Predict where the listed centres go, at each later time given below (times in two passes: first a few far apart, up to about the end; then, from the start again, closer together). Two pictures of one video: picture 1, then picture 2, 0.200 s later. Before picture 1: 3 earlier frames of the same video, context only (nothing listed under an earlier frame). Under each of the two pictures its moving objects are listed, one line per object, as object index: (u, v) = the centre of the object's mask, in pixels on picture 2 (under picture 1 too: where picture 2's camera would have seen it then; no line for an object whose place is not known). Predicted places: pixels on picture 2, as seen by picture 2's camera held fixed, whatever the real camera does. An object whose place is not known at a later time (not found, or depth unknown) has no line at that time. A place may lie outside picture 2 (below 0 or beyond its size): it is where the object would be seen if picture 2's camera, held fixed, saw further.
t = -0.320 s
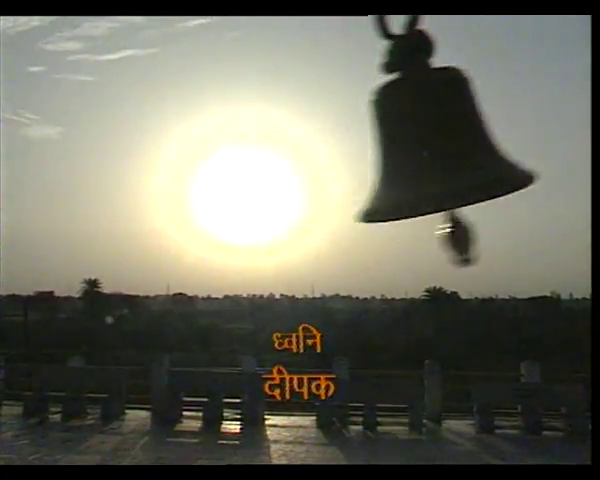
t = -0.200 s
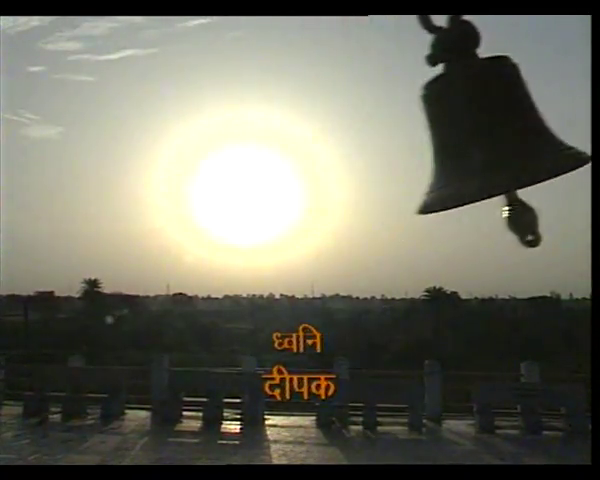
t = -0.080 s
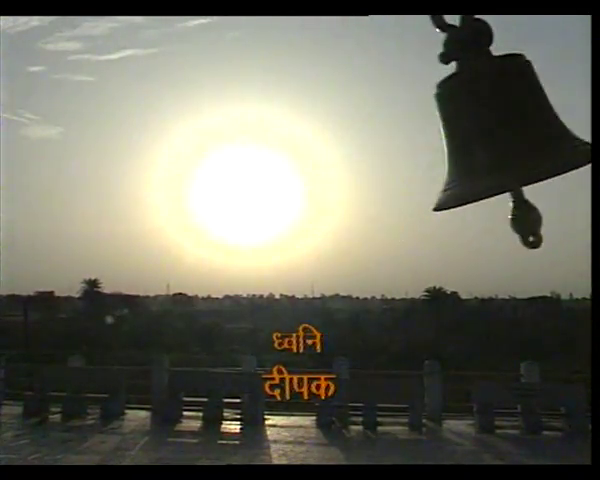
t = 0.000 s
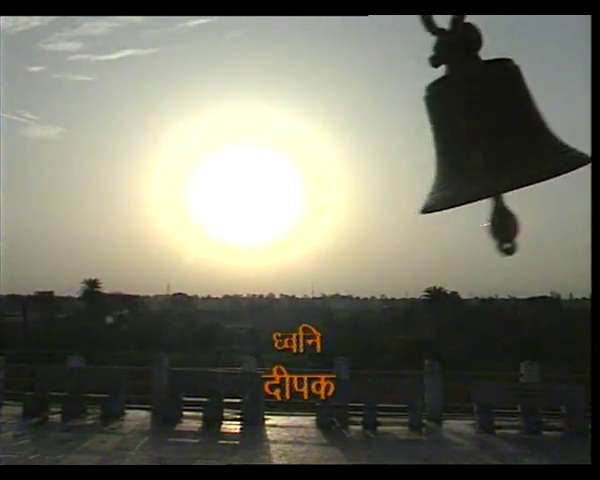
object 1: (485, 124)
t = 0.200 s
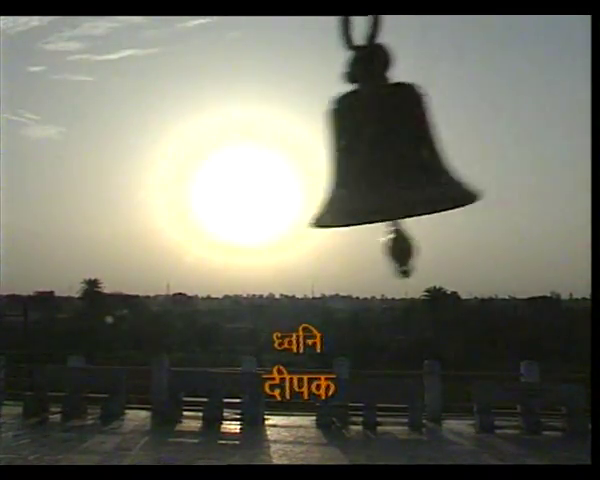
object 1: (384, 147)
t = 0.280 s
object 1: (322, 154)
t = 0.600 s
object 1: (78, 135)
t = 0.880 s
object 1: (42, 114)
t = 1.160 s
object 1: (177, 150)
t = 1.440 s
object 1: (407, 142)
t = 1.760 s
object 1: (485, 124)
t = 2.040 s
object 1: (347, 152)
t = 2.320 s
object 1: (122, 146)
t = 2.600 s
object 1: (41, 114)
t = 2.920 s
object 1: (151, 147)
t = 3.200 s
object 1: (381, 146)
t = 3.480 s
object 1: (482, 125)
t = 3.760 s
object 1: (394, 146)
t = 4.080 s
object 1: (148, 148)
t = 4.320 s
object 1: (48, 118)
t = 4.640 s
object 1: (105, 139)
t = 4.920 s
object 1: (325, 152)
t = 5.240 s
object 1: (474, 127)
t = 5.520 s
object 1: (407, 143)
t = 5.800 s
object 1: (205, 155)
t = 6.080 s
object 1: (55, 121)
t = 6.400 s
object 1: (92, 136)
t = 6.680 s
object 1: (299, 153)
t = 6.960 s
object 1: (454, 132)
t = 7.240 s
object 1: (435, 137)
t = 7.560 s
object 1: (230, 155)
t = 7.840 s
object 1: (66, 127)
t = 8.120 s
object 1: (68, 127)
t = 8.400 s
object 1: (242, 154)
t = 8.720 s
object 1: (439, 136)
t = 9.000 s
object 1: (440, 136)
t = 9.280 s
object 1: (284, 156)
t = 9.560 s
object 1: (94, 138)
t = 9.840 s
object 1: (58, 121)
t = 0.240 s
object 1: (354, 151)
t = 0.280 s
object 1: (322, 154)
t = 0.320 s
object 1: (289, 156)
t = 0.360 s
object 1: (254, 157)
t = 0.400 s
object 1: (219, 160)
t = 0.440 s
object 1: (187, 153)
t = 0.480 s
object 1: (155, 150)
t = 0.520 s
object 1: (125, 146)
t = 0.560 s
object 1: (99, 141)
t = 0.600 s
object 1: (78, 135)
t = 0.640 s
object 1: (62, 127)
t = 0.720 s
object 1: (44, 117)
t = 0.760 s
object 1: (39, 114)
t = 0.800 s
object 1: (38, 113)
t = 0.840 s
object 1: (39, 113)
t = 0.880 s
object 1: (42, 114)
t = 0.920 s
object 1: (47, 117)
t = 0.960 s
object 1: (57, 122)
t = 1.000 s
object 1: (70, 129)
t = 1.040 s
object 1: (90, 137)
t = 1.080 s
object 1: (115, 142)
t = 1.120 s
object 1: (145, 146)
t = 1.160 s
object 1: (177, 150)
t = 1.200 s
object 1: (211, 153)
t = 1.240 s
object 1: (246, 154)
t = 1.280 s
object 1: (282, 154)
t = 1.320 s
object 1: (317, 153)
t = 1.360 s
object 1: (349, 150)
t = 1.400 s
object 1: (379, 146)
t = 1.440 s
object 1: (407, 142)
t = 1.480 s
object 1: (431, 137)
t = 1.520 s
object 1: (451, 133)
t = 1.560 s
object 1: (468, 129)
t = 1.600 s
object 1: (480, 126)
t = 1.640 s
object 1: (487, 123)
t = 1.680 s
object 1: (490, 122)
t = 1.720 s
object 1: (489, 123)
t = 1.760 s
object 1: (485, 124)
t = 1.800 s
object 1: (476, 127)
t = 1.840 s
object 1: (462, 131)
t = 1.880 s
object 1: (445, 134)
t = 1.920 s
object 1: (425, 139)
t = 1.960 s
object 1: (402, 144)
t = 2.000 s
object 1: (376, 148)
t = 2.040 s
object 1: (347, 152)
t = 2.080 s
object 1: (316, 154)
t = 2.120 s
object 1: (284, 156)
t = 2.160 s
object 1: (250, 157)
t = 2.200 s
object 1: (216, 154)
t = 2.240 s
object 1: (183, 152)
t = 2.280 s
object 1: (151, 150)
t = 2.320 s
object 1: (122, 146)
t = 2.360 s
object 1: (96, 141)
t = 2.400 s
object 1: (77, 134)
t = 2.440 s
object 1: (62, 127)
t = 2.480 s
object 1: (52, 121)
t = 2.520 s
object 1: (46, 117)
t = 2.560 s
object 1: (42, 115)
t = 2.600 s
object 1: (41, 114)
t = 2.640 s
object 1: (42, 114)
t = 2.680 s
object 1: (46, 116)
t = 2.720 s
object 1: (52, 120)
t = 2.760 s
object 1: (62, 125)
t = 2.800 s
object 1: (77, 131)
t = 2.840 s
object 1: (96, 138)
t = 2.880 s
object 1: (121, 143)
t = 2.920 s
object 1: (151, 147)
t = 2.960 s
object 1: (183, 150)
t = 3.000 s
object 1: (217, 153)
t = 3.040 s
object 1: (252, 155)
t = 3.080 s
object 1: (288, 154)
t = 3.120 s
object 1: (322, 152)
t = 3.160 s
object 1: (353, 150)
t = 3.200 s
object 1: (381, 146)
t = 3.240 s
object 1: (407, 142)
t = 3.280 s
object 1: (430, 138)
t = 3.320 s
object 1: (448, 134)
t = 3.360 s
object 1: (462, 130)
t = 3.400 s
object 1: (473, 127)
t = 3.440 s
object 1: (479, 125)
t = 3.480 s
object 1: (482, 125)
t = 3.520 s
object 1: (480, 125)
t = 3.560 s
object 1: (476, 127)
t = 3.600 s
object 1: (467, 129)
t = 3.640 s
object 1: (454, 133)
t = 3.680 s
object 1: (437, 137)
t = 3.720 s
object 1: (417, 142)
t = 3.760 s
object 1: (394, 146)
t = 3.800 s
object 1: (368, 150)
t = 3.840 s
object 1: (339, 153)
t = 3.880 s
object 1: (308, 155)
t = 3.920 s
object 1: (276, 157)
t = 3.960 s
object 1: (242, 157)
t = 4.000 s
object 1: (209, 155)
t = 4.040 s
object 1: (178, 152)
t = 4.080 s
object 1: (148, 148)
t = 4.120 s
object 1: (120, 144)
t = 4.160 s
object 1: (96, 140)
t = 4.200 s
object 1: (78, 133)
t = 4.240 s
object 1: (64, 127)
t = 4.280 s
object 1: (54, 122)
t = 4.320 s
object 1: (48, 118)
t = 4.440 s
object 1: (45, 116)
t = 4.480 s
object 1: (49, 118)
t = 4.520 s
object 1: (56, 122)
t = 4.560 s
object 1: (67, 127)
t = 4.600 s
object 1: (83, 133)
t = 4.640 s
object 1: (105, 139)
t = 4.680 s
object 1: (131, 144)
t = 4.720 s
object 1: (161, 147)
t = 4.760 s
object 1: (193, 152)
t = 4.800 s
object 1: (226, 154)
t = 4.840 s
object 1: (260, 155)
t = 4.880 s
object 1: (294, 154)
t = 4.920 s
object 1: (325, 152)
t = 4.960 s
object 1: (354, 150)
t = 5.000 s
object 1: (382, 146)
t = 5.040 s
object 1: (406, 142)
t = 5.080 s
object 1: (427, 138)
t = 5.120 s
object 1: (444, 134)
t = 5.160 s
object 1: (458, 131)
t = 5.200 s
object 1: (468, 129)
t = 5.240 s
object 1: (474, 127)
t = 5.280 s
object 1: (475, 126)
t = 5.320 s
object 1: (474, 127)
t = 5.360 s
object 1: (468, 129)
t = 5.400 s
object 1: (458, 132)
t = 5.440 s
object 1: (444, 135)
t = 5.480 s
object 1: (427, 139)
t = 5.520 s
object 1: (407, 143)
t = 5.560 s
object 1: (384, 147)
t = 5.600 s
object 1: (358, 151)
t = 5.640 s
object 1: (330, 154)
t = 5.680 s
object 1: (301, 155)
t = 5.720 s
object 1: (269, 156)
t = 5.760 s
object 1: (237, 157)
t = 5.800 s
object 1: (205, 155)
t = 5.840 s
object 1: (174, 151)
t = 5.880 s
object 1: (145, 148)
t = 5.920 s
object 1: (119, 144)
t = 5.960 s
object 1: (95, 139)
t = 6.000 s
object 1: (77, 133)
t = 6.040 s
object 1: (64, 127)
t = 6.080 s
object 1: (55, 121)
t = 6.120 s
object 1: (50, 118)
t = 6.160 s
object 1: (47, 117)
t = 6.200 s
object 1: (47, 116)
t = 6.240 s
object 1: (49, 117)
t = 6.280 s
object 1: (54, 120)
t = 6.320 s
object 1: (63, 125)
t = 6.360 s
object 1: (75, 130)
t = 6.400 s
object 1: (92, 136)
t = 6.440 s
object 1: (114, 141)
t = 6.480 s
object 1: (141, 145)
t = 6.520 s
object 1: (170, 149)
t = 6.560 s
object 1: (201, 152)
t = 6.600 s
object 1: (234, 154)
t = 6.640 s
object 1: (267, 154)
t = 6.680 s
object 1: (299, 153)
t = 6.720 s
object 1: (330, 151)
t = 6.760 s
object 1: (358, 149)
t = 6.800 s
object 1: (384, 146)
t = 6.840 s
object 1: (407, 142)
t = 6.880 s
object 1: (426, 138)
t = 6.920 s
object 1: (442, 135)
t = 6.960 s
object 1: (454, 132)
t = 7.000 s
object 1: (462, 130)
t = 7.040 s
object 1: (467, 129)
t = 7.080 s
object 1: (468, 129)
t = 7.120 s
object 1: (465, 129)
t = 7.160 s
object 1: (459, 131)
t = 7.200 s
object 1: (448, 134)
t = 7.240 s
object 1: (435, 137)
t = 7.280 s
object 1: (418, 141)
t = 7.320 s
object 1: (398, 144)
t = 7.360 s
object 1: (375, 149)
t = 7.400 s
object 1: (350, 152)
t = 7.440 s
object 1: (322, 154)
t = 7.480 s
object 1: (293, 156)
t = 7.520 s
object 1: (262, 156)
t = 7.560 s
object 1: (230, 155)
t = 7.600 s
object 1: (199, 154)
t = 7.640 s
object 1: (170, 150)
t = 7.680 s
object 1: (142, 147)
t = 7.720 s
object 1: (117, 143)
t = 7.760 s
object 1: (95, 138)
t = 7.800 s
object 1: (78, 132)
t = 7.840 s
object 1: (66, 127)
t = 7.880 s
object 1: (58, 122)
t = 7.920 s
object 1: (53, 119)
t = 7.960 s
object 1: (50, 118)
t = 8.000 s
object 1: (51, 118)
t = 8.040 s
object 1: (54, 119)
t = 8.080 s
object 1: (59, 122)
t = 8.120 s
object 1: (68, 127)
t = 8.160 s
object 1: (82, 132)
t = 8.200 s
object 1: (100, 138)
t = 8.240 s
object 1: (124, 142)
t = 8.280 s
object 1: (151, 146)
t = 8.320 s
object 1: (180, 149)
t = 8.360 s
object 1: (211, 153)
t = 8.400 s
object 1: (242, 154)
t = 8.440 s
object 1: (274, 154)
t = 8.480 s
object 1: (305, 153)
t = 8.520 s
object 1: (334, 151)
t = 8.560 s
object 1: (361, 148)
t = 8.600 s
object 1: (385, 145)
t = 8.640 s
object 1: (406, 142)
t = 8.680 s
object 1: (424, 139)
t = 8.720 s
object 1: (439, 136)
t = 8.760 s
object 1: (450, 133)
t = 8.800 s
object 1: (457, 131)
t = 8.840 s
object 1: (461, 130)
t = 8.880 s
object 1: (461, 130)
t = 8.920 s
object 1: (457, 131)
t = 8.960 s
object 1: (450, 133)
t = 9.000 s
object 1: (440, 136)
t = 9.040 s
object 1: (426, 139)
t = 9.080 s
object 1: (409, 143)
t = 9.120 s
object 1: (388, 146)
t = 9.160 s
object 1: (365, 150)
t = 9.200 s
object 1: (340, 152)
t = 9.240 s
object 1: (313, 154)
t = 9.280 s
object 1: (284, 156)
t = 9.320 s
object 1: (254, 156)
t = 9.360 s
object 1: (224, 156)
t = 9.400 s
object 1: (194, 153)
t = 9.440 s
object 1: (166, 150)
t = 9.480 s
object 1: (139, 146)
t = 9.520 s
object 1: (115, 142)
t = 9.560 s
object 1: (94, 138)
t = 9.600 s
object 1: (78, 132)
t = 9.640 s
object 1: (67, 127)
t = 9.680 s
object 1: (59, 123)
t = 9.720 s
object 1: (55, 120)
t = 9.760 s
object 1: (54, 119)
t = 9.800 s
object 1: (55, 119)
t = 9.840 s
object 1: (58, 121)
